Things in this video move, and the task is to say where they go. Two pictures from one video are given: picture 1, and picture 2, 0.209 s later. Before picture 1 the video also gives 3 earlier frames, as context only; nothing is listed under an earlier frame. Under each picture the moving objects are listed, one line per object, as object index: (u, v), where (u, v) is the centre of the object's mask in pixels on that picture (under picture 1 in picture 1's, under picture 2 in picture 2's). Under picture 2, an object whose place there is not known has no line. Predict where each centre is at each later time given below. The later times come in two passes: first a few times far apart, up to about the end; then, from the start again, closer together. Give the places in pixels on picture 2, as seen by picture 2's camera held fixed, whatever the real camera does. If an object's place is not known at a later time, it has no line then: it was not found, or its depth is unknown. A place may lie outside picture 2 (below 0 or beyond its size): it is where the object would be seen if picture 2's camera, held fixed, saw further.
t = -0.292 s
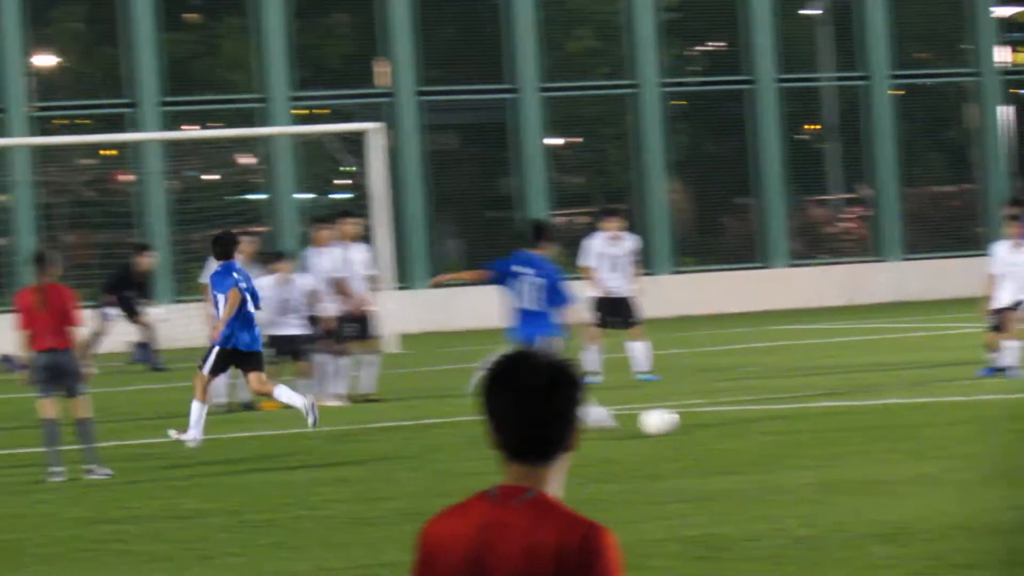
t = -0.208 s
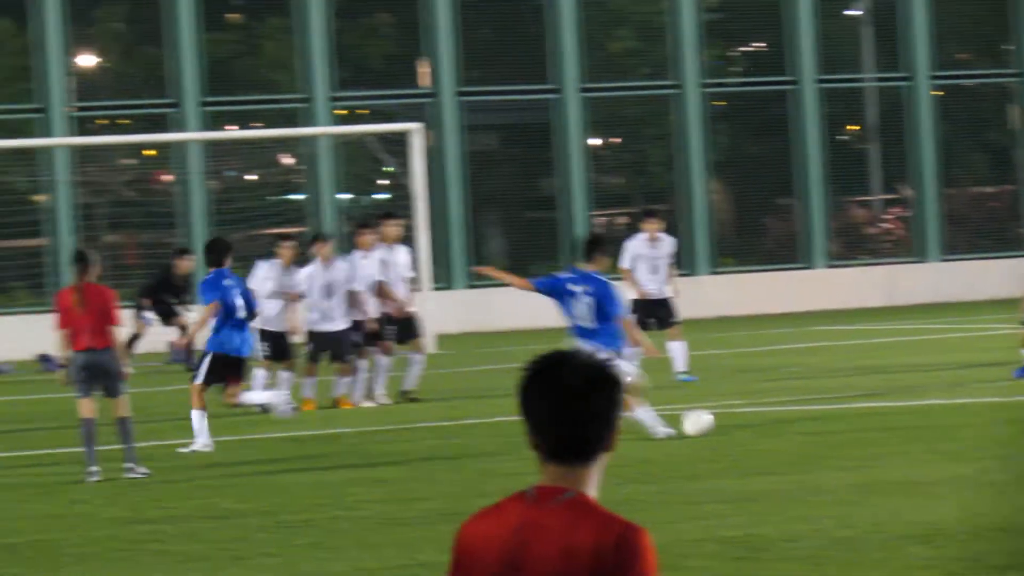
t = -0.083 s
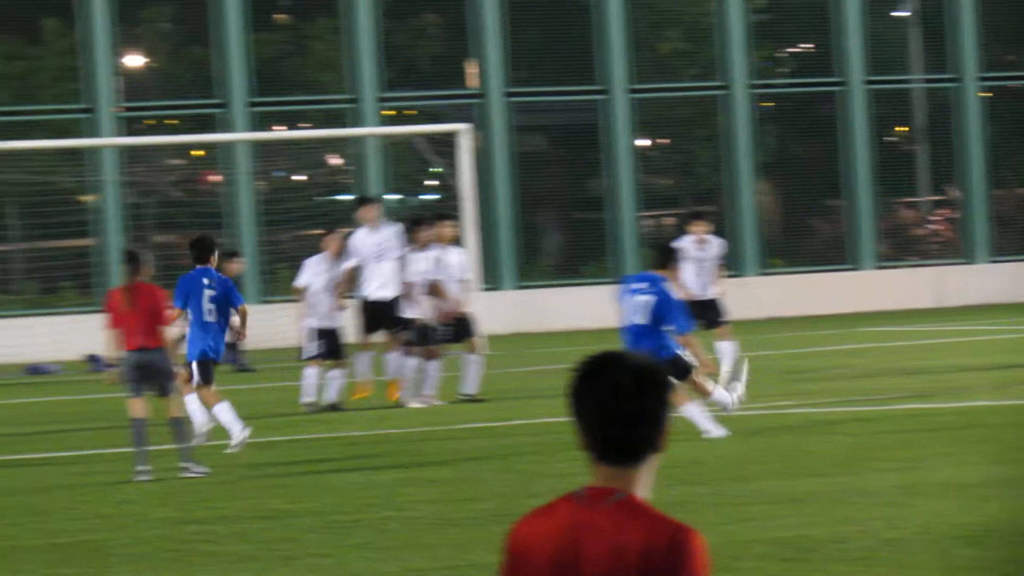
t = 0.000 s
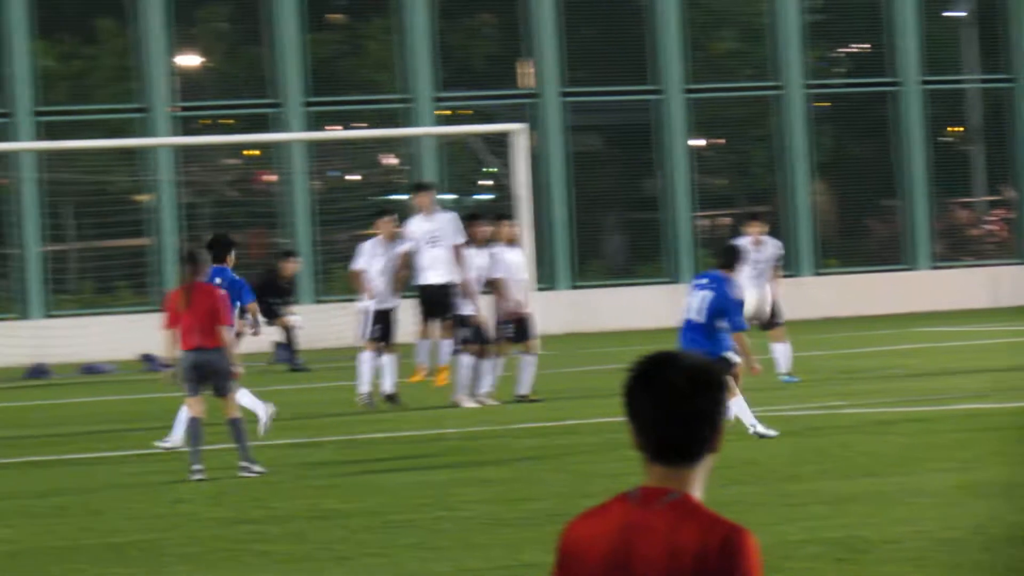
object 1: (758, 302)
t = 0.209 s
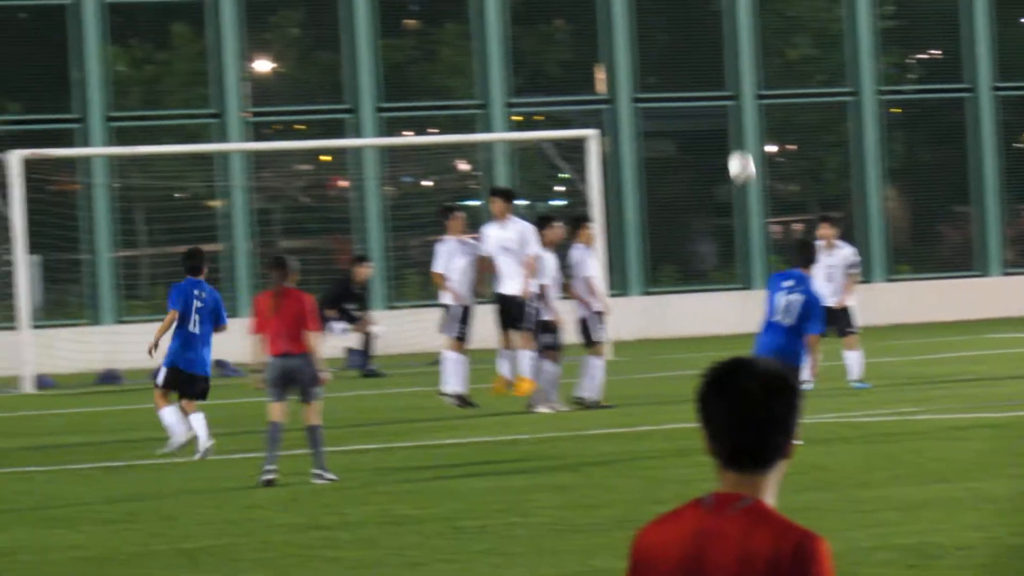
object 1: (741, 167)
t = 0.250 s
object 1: (723, 148)
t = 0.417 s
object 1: (644, 95)
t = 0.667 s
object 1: (520, 74)
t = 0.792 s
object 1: (456, 86)
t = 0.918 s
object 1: (393, 112)
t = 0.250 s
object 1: (723, 148)
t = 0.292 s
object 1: (703, 131)
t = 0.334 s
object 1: (684, 118)
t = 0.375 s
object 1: (663, 105)
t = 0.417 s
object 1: (644, 95)
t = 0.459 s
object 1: (624, 87)
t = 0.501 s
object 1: (603, 81)
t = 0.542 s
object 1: (582, 77)
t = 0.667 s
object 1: (520, 74)
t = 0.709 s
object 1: (499, 77)
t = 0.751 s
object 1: (478, 81)
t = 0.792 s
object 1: (456, 86)
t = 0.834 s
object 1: (435, 93)
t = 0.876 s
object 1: (414, 102)
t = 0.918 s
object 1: (393, 112)
